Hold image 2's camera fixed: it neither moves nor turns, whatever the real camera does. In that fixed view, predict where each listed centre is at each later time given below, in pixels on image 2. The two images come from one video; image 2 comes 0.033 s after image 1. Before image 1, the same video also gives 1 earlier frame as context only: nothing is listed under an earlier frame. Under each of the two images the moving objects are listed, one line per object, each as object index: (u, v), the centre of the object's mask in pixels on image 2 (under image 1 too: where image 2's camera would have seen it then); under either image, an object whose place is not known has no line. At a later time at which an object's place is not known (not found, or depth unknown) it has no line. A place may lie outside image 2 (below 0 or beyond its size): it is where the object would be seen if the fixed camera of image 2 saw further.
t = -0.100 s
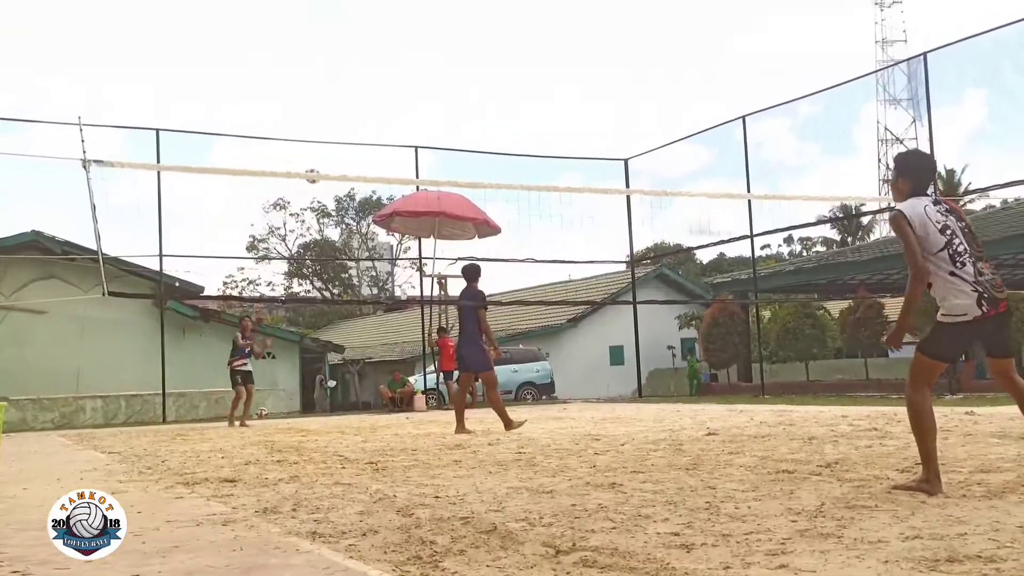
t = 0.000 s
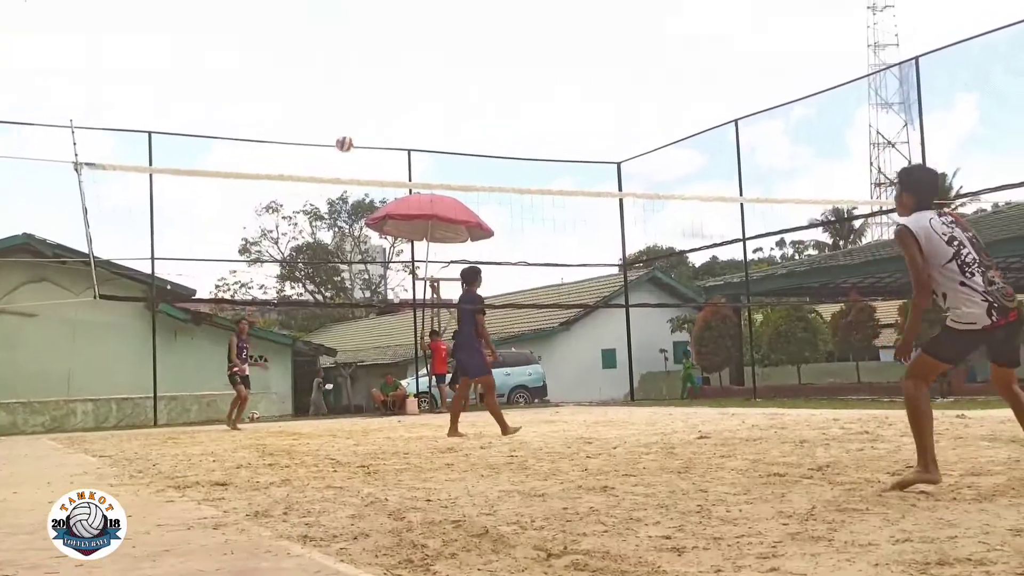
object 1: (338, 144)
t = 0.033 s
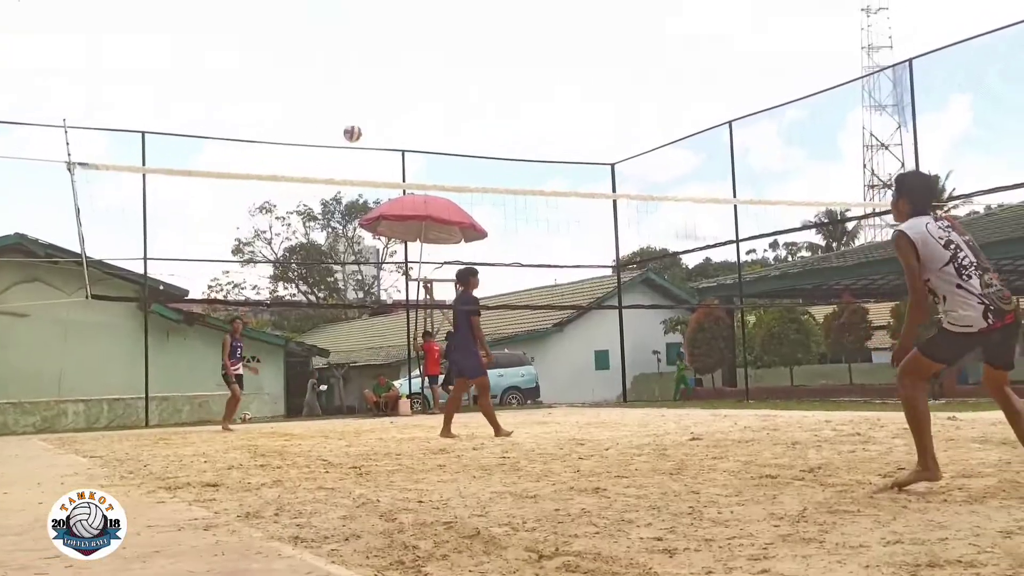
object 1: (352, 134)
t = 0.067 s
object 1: (367, 123)
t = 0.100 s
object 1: (383, 114)
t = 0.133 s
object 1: (399, 105)
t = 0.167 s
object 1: (416, 97)
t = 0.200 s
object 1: (434, 89)
